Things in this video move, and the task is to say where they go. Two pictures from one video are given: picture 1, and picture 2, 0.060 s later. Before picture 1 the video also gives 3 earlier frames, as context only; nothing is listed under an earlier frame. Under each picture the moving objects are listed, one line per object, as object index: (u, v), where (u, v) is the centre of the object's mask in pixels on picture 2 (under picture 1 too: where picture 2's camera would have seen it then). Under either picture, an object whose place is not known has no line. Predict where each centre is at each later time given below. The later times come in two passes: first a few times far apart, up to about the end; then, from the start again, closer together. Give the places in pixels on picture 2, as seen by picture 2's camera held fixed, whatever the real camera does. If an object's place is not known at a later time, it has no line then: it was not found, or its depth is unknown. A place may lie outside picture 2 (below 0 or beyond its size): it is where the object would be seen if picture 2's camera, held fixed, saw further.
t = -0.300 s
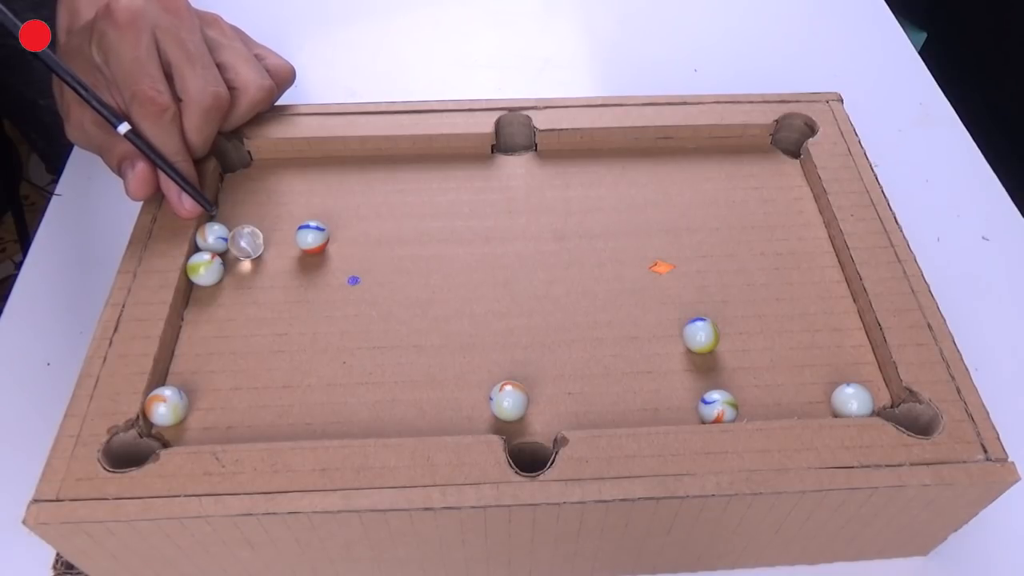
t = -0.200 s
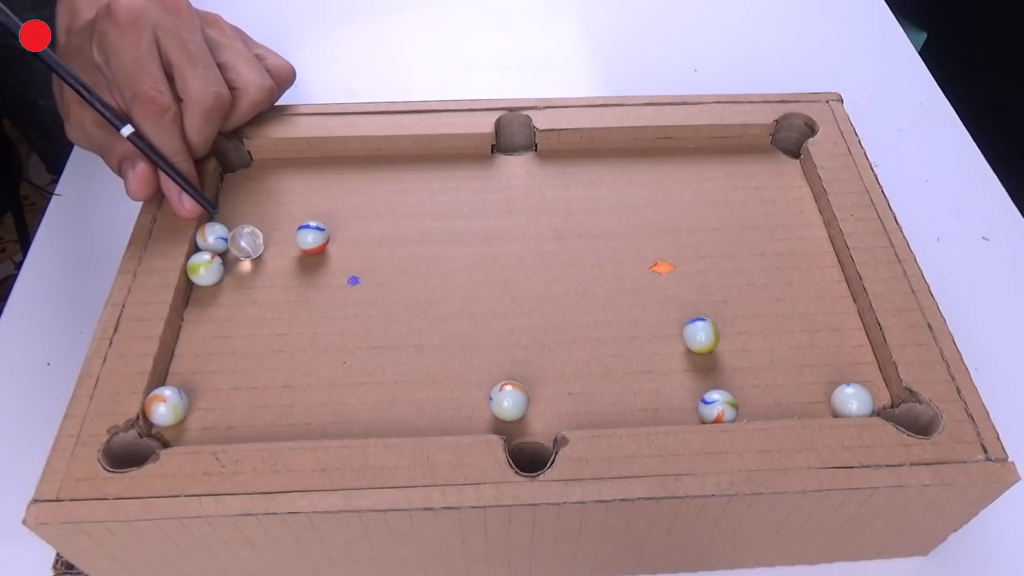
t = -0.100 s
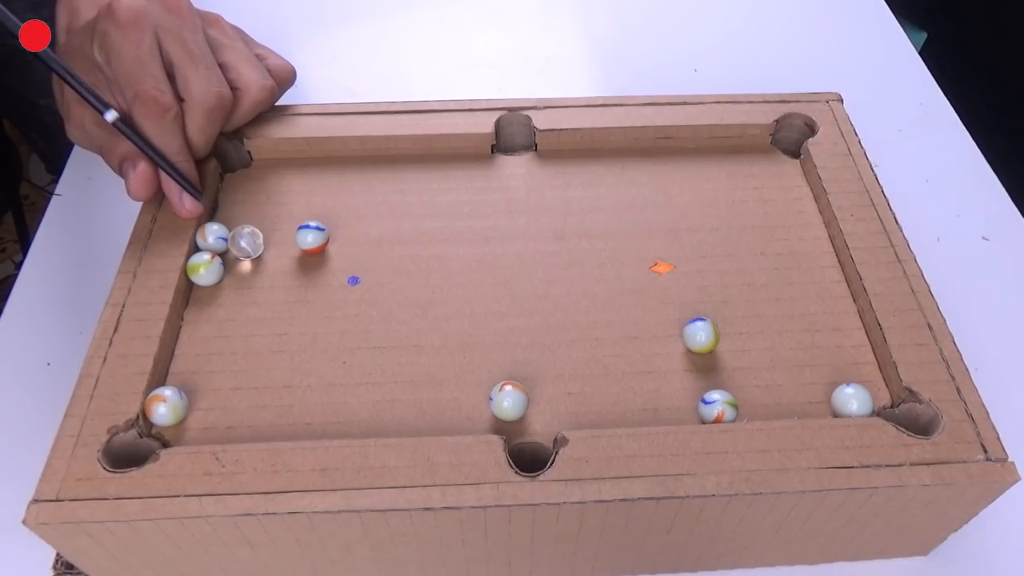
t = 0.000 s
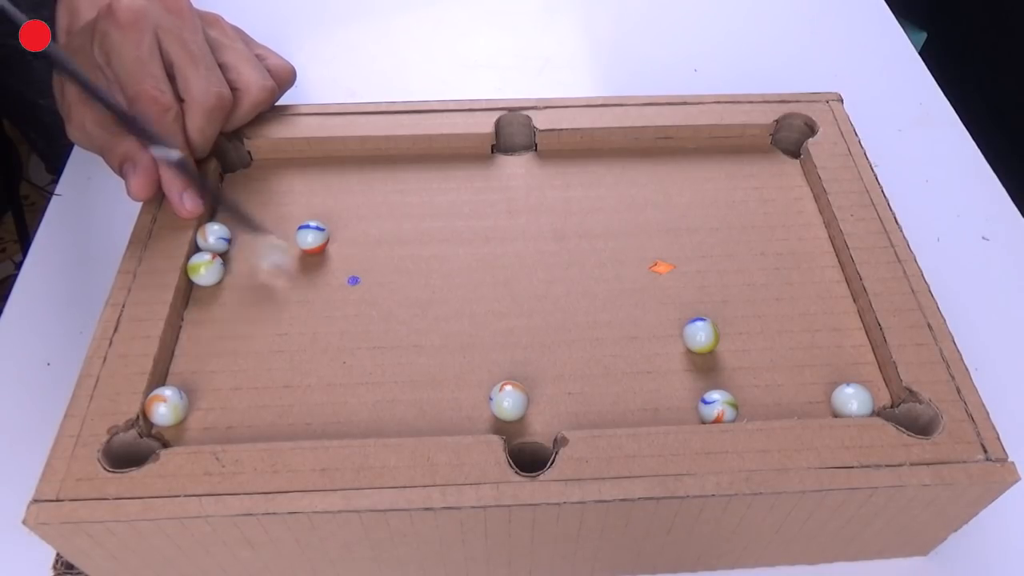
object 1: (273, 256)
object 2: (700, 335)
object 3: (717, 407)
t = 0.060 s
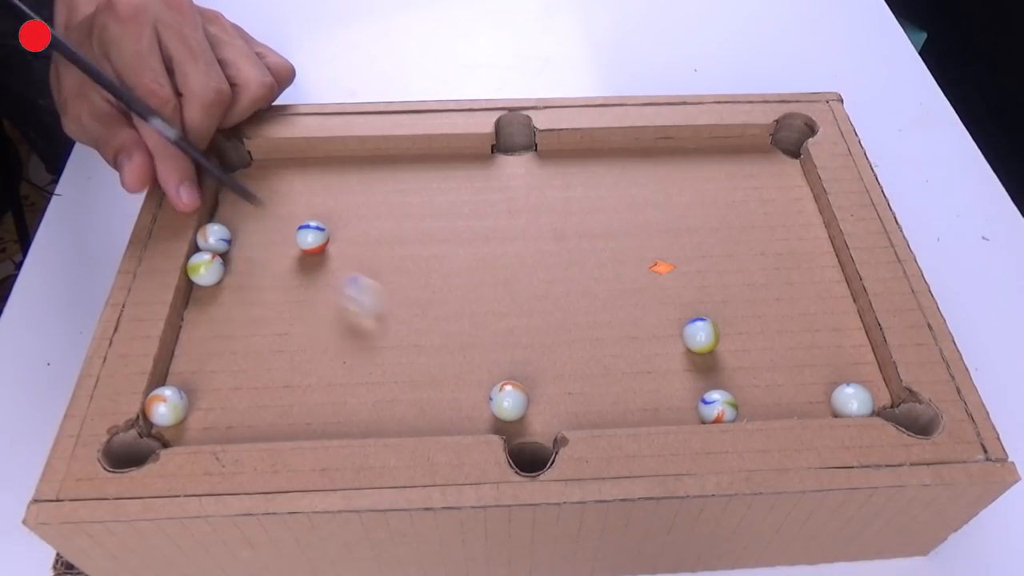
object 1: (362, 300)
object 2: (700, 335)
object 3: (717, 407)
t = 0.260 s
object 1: (670, 399)
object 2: (700, 335)
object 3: (717, 407)
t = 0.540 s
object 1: (804, 337)
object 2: (705, 261)
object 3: (845, 365)
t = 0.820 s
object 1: (816, 282)
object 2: (710, 186)
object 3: (814, 333)
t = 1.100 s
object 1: (769, 233)
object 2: (716, 151)
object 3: (760, 314)
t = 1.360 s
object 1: (734, 195)
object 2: (714, 161)
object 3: (723, 312)
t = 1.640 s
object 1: (715, 176)
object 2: (703, 145)
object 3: (706, 329)
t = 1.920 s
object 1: (708, 169)
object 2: (708, 143)
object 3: (704, 352)
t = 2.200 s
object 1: (708, 170)
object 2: (701, 146)
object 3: (708, 348)
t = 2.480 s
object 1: (709, 169)
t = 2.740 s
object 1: (712, 169)
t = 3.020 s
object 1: (712, 169)
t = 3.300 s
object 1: (712, 169)
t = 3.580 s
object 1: (712, 169)
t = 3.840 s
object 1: (712, 169)
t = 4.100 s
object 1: (712, 169)
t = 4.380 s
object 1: (712, 169)
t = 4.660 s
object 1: (712, 169)
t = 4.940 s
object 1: (712, 169)
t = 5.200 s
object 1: (712, 169)
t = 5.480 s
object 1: (712, 169)
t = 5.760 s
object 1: (712, 169)
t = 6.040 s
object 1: (712, 169)
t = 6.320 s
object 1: (712, 169)
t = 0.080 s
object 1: (392, 312)
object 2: (700, 335)
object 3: (717, 407)
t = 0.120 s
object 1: (454, 341)
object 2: (700, 335)
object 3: (717, 407)
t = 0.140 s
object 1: (485, 357)
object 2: (700, 335)
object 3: (717, 407)
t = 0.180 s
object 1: (551, 386)
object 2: (700, 335)
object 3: (717, 407)
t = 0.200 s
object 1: (586, 401)
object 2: (700, 335)
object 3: (717, 407)
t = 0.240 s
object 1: (646, 408)
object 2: (700, 335)
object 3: (717, 407)
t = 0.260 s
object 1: (670, 399)
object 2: (700, 335)
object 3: (717, 407)
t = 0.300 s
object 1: (691, 377)
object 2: (700, 335)
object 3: (734, 403)
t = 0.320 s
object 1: (700, 368)
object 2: (700, 333)
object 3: (744, 397)
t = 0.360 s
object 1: (722, 364)
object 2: (701, 319)
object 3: (760, 389)
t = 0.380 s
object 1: (733, 362)
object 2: (701, 312)
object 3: (768, 385)
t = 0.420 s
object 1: (753, 356)
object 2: (701, 299)
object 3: (787, 379)
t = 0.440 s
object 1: (761, 353)
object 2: (701, 292)
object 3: (798, 376)
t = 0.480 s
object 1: (779, 346)
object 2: (703, 281)
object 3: (819, 372)
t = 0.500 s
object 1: (787, 343)
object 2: (704, 273)
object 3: (827, 370)
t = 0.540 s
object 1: (804, 337)
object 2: (705, 261)
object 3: (845, 365)
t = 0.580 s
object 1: (820, 330)
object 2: (705, 250)
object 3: (866, 360)
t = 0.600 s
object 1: (828, 327)
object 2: (706, 244)
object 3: (863, 357)
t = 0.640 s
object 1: (844, 319)
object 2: (706, 232)
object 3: (853, 352)
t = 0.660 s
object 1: (850, 315)
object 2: (706, 226)
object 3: (849, 350)
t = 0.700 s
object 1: (841, 307)
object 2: (707, 216)
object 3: (840, 344)
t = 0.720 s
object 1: (837, 303)
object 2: (708, 211)
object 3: (835, 342)
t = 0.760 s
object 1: (829, 295)
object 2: (709, 201)
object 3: (827, 337)
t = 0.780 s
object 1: (825, 290)
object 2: (709, 195)
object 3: (822, 337)
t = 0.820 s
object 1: (816, 282)
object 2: (710, 186)
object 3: (814, 333)
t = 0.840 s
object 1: (813, 278)
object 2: (710, 182)
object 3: (810, 331)
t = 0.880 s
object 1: (805, 270)
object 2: (710, 173)
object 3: (801, 327)
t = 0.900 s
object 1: (802, 267)
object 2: (710, 168)
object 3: (797, 325)
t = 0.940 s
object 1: (795, 260)
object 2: (710, 159)
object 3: (789, 321)
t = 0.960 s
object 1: (791, 256)
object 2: (710, 155)
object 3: (785, 320)
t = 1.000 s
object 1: (785, 249)
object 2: (711, 148)
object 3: (777, 317)
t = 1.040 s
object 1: (778, 242)
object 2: (713, 147)
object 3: (771, 316)
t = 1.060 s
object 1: (775, 239)
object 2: (714, 149)
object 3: (767, 316)
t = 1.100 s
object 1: (769, 233)
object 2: (716, 151)
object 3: (760, 314)
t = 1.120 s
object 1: (766, 230)
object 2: (717, 153)
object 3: (757, 314)
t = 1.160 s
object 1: (760, 223)
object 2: (717, 155)
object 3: (751, 312)
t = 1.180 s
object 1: (757, 221)
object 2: (717, 156)
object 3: (747, 312)
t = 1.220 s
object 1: (751, 214)
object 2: (717, 157)
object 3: (742, 311)
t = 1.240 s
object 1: (748, 211)
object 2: (716, 158)
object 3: (739, 311)
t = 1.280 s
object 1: (743, 206)
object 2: (716, 159)
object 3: (733, 311)
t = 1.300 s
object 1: (741, 203)
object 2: (716, 160)
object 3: (731, 311)
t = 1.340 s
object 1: (736, 197)
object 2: (715, 161)
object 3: (726, 311)
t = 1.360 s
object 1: (734, 195)
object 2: (714, 161)
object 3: (723, 312)
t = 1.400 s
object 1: (729, 189)
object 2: (713, 162)
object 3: (718, 313)
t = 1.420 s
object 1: (727, 187)
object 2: (713, 161)
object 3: (716, 314)
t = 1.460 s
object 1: (723, 183)
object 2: (711, 159)
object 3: (713, 315)
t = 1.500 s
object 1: (721, 181)
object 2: (709, 156)
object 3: (710, 318)
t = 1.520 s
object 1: (720, 180)
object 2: (708, 155)
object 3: (709, 319)
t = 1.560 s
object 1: (718, 179)
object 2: (706, 152)
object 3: (708, 322)
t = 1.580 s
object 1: (717, 178)
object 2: (705, 150)
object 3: (707, 323)
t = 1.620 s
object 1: (715, 177)
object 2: (703, 145)
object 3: (706, 327)
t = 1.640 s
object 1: (715, 176)
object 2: (703, 145)
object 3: (706, 329)
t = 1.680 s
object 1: (713, 175)
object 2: (704, 146)
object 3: (705, 333)
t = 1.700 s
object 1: (712, 174)
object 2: (704, 147)
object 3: (705, 335)
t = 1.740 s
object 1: (710, 172)
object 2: (705, 147)
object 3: (704, 340)
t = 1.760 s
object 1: (709, 171)
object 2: (706, 147)
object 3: (703, 341)
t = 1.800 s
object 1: (709, 171)
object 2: (707, 146)
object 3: (703, 345)
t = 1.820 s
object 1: (708, 171)
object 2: (707, 145)
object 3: (703, 347)
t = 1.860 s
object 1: (708, 171)
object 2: (708, 144)
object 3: (703, 349)
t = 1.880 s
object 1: (708, 170)
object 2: (708, 144)
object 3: (704, 350)
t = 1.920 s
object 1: (708, 169)
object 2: (708, 143)
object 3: (704, 352)
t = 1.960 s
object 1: (707, 169)
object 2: (708, 142)
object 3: (705, 352)
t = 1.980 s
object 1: (707, 169)
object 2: (707, 142)
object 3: (705, 353)
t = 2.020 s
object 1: (707, 169)
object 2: (706, 143)
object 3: (706, 353)
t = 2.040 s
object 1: (707, 169)
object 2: (705, 143)
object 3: (706, 353)
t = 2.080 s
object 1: (707, 169)
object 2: (704, 144)
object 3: (707, 352)
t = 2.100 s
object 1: (707, 169)
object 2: (703, 145)
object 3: (707, 352)
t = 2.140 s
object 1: (707, 169)
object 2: (702, 145)
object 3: (708, 350)
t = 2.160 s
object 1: (708, 170)
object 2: (702, 146)
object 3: (708, 349)
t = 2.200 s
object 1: (708, 170)
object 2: (701, 146)
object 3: (708, 348)
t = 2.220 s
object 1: (708, 170)
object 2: (701, 146)
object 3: (709, 346)
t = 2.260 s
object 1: (708, 170)
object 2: (700, 146)
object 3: (709, 344)
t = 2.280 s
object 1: (708, 171)
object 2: (700, 146)
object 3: (709, 342)
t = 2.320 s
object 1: (708, 171)
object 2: (699, 146)
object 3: (709, 340)
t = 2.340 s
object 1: (708, 171)
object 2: (699, 146)
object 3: (709, 338)
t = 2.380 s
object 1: (709, 170)
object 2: (699, 146)
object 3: (709, 335)
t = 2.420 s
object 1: (709, 170)
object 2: (699, 145)
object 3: (709, 332)
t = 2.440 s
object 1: (709, 170)
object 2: (700, 145)
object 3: (709, 331)
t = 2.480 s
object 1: (709, 169)
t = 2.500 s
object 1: (710, 169)
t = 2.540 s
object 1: (711, 169)
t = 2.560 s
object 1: (711, 169)
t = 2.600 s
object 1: (711, 169)
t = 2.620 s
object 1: (712, 169)
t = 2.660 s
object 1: (712, 169)
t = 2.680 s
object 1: (712, 169)
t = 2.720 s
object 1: (712, 169)
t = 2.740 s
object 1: (712, 169)
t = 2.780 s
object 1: (712, 169)
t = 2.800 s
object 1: (712, 169)
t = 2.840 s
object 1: (712, 169)
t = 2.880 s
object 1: (712, 169)
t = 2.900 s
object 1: (712, 169)
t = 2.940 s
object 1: (712, 169)
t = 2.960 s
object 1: (712, 169)
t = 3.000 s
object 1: (712, 169)
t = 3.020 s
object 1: (712, 169)
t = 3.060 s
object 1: (712, 169)
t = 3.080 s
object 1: (712, 169)
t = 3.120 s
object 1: (712, 169)
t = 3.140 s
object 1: (712, 169)
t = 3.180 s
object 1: (712, 169)
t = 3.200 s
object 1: (712, 169)
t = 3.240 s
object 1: (712, 169)
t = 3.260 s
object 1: (712, 169)
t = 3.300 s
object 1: (712, 169)
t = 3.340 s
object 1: (712, 169)
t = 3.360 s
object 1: (712, 169)
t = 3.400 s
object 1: (712, 169)
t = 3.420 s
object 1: (712, 169)
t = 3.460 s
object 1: (712, 169)
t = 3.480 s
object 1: (712, 169)
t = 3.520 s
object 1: (712, 169)
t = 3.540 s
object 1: (712, 169)
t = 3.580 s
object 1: (712, 169)
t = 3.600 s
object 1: (712, 169)
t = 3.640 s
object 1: (712, 169)
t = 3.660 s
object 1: (712, 169)
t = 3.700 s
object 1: (712, 169)
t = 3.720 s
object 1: (712, 169)
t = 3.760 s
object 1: (712, 169)
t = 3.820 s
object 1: (712, 169)
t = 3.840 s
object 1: (712, 169)
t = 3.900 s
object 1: (712, 169)
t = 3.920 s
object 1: (712, 169)
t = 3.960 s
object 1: (712, 169)
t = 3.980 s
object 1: (712, 169)
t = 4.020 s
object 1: (712, 169)
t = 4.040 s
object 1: (712, 169)
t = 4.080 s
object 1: (712, 169)
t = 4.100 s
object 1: (712, 169)
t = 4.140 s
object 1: (712, 169)
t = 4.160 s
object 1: (712, 169)
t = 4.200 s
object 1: (712, 169)
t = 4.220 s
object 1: (712, 169)
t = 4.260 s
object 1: (712, 169)
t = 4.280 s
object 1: (712, 169)
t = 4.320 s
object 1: (712, 169)
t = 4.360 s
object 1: (712, 169)
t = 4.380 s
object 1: (712, 169)
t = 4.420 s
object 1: (712, 169)
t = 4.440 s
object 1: (712, 169)
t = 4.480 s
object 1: (712, 169)
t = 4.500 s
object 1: (712, 169)
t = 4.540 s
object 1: (712, 169)
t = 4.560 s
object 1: (712, 169)
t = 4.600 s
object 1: (712, 169)
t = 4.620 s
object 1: (712, 169)
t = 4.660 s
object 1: (712, 169)
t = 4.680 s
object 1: (712, 169)
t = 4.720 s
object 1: (712, 169)
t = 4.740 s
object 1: (712, 169)
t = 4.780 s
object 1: (712, 169)
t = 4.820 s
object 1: (712, 169)
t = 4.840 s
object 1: (712, 169)
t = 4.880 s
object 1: (712, 169)
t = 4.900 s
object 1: (712, 169)
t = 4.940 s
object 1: (712, 169)
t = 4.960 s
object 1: (712, 169)
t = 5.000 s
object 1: (712, 169)
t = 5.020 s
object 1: (712, 169)
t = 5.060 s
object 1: (712, 170)
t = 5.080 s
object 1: (712, 169)
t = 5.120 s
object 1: (712, 169)
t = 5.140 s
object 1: (712, 169)
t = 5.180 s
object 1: (712, 169)
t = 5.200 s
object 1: (712, 169)
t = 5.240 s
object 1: (712, 169)
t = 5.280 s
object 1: (712, 169)
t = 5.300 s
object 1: (712, 169)
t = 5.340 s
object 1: (712, 169)
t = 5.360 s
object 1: (712, 169)
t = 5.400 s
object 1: (712, 169)
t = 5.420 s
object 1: (712, 169)
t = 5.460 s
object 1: (712, 169)
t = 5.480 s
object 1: (712, 169)
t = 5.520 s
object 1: (712, 169)
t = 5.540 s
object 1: (712, 169)
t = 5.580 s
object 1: (712, 169)
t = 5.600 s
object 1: (712, 169)
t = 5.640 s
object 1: (712, 169)
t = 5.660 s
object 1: (712, 169)
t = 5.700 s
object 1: (712, 169)
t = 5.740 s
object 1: (712, 169)
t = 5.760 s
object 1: (712, 169)
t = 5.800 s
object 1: (712, 169)
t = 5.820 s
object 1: (712, 169)
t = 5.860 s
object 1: (712, 169)
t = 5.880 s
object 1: (712, 169)
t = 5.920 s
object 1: (712, 169)
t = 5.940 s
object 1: (712, 169)
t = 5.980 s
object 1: (712, 169)
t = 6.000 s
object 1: (712, 169)
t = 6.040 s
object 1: (712, 169)
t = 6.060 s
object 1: (712, 169)
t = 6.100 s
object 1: (712, 169)
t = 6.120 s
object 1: (712, 169)
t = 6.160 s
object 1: (712, 169)
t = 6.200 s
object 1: (712, 169)
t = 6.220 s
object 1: (712, 169)
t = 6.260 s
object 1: (712, 169)
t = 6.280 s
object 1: (712, 169)
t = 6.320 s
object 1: (712, 169)
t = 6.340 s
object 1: (712, 170)
